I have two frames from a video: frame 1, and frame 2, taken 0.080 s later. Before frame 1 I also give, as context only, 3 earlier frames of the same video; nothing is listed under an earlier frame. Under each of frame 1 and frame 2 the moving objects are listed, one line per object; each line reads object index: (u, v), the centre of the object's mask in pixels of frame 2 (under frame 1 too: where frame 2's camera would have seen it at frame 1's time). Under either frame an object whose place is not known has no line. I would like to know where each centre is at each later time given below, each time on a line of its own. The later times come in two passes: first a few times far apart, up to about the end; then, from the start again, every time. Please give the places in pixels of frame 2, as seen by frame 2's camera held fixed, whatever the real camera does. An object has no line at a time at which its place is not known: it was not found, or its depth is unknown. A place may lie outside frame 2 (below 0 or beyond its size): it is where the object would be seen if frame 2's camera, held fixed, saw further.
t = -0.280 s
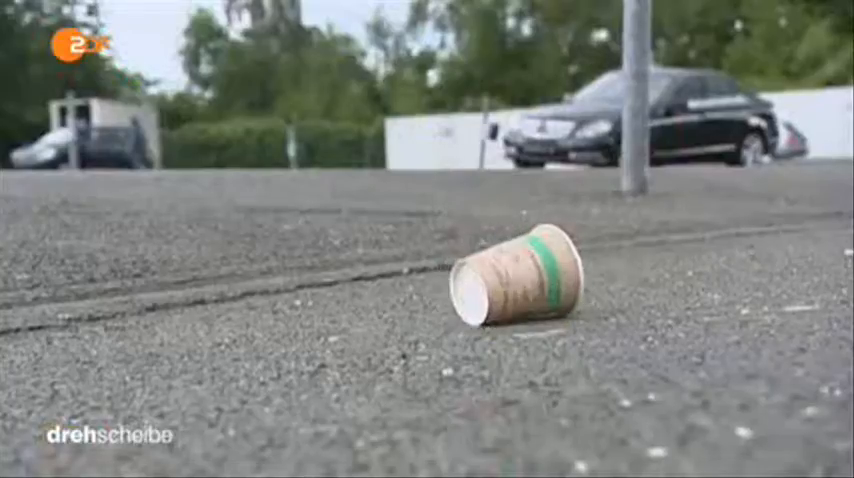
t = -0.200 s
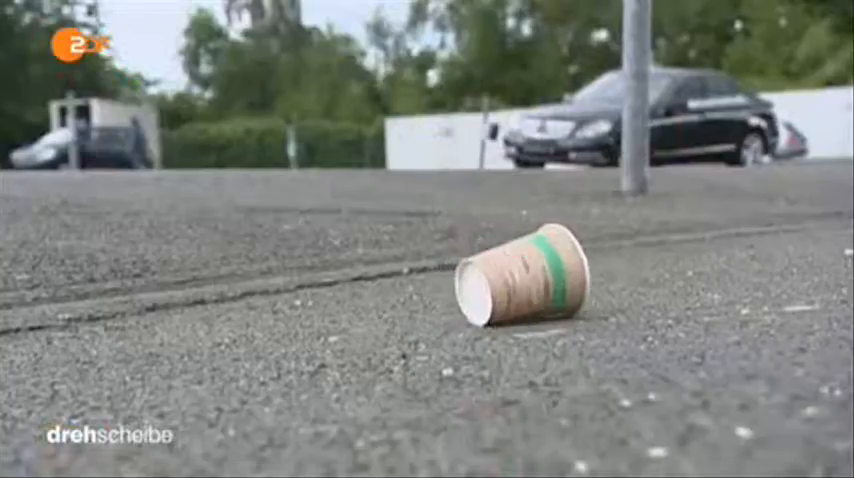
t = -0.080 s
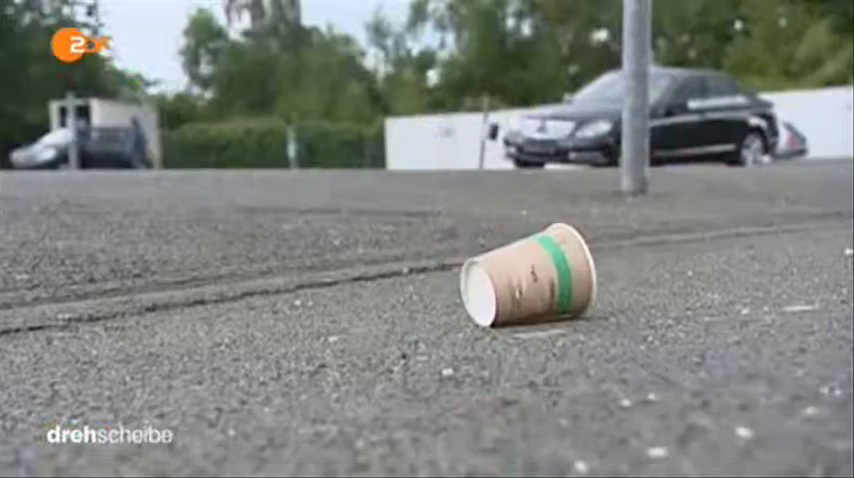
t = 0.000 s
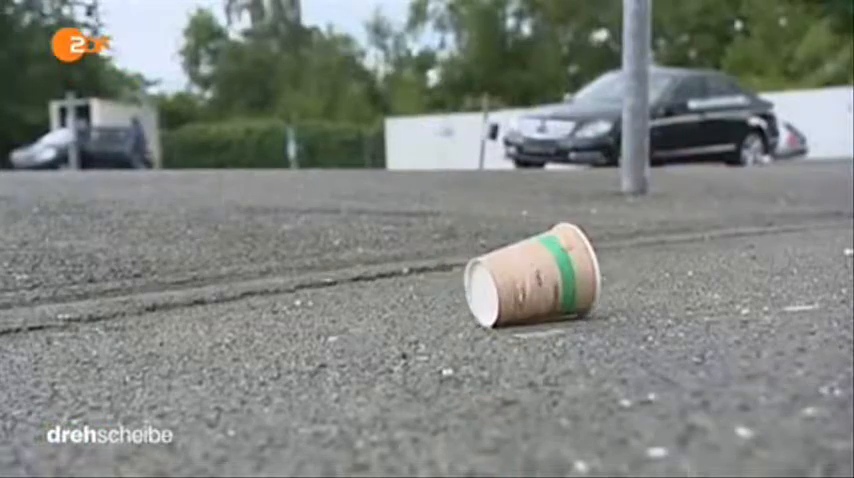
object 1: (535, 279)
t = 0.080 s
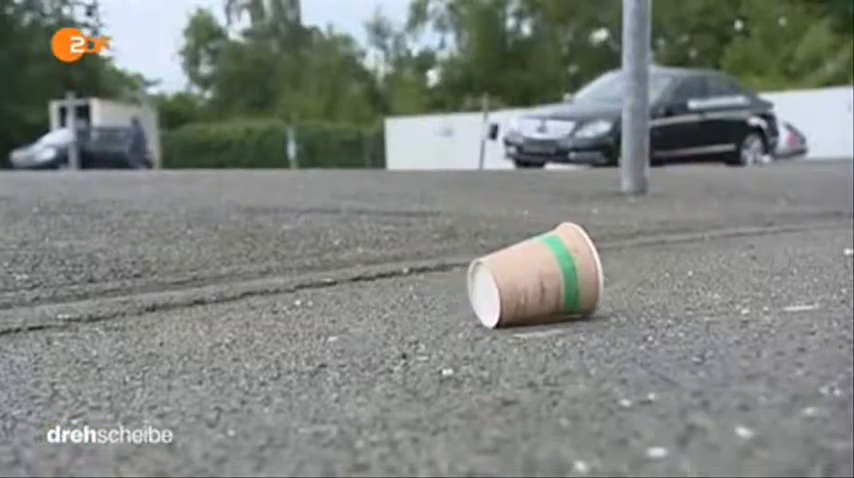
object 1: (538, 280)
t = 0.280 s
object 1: (543, 280)
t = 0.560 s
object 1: (539, 280)
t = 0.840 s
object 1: (515, 279)
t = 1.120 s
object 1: (445, 279)
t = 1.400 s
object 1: (358, 278)
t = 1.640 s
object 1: (339, 279)
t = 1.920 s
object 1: (411, 278)
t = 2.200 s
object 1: (499, 278)
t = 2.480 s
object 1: (546, 279)
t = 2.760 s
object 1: (578, 284)
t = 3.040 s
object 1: (582, 285)
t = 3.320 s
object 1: (575, 282)
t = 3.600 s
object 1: (542, 278)
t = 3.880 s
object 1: (467, 277)
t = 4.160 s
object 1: (426, 277)
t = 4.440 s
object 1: (451, 276)
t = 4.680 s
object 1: (496, 276)
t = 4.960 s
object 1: (520, 276)
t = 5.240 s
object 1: (542, 277)
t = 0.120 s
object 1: (539, 280)
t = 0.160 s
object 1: (540, 280)
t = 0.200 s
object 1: (541, 280)
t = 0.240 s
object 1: (542, 280)
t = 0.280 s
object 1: (543, 280)
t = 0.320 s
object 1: (543, 280)
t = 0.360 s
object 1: (543, 280)
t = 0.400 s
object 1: (543, 281)
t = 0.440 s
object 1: (543, 280)
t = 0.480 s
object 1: (542, 280)
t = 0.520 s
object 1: (541, 280)
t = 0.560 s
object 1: (539, 280)
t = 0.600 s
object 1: (538, 280)
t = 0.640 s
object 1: (536, 280)
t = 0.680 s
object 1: (533, 280)
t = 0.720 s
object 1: (529, 279)
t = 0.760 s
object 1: (525, 280)
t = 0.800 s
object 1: (521, 280)
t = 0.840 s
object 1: (515, 279)
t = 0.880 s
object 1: (509, 279)
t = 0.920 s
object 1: (501, 279)
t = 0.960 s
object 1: (492, 279)
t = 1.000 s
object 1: (481, 279)
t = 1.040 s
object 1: (469, 278)
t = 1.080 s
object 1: (457, 279)
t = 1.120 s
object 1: (445, 279)
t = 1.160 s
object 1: (432, 279)
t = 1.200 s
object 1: (419, 278)
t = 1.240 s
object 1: (406, 278)
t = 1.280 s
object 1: (392, 278)
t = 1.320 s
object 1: (380, 278)
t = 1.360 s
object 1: (368, 278)
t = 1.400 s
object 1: (358, 278)
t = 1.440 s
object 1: (351, 278)
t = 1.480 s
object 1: (345, 278)
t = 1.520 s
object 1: (341, 278)
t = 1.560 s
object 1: (337, 279)
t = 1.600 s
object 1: (337, 279)
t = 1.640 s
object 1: (339, 279)
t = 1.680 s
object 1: (343, 278)
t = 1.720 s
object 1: (350, 278)
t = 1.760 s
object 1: (359, 277)
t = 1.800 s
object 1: (370, 278)
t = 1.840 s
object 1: (383, 277)
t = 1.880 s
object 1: (397, 277)
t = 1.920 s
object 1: (411, 278)
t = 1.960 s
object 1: (428, 277)
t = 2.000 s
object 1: (441, 277)
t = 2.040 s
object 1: (455, 278)
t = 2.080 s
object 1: (468, 278)
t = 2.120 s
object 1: (479, 278)
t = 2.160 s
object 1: (490, 278)
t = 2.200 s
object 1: (499, 278)
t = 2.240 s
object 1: (508, 278)
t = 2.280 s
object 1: (515, 278)
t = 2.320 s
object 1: (522, 278)
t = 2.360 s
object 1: (527, 278)
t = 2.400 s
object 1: (533, 278)
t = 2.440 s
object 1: (540, 278)
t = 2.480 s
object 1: (546, 279)
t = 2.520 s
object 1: (552, 280)
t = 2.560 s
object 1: (557, 280)
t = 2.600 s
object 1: (563, 280)
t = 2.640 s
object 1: (568, 281)
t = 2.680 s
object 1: (572, 282)
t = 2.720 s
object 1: (576, 283)
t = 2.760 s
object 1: (578, 284)
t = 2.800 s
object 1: (580, 284)
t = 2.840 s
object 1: (582, 284)
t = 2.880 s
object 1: (582, 285)
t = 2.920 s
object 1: (583, 285)
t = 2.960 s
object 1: (583, 285)
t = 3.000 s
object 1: (583, 285)
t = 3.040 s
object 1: (582, 285)
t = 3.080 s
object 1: (582, 284)
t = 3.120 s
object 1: (582, 284)
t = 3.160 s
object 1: (581, 284)
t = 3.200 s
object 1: (580, 284)
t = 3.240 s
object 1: (579, 283)
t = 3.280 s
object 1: (577, 283)
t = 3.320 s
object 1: (575, 282)
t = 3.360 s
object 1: (571, 281)
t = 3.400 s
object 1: (568, 281)
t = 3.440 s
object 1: (565, 281)
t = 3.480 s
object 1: (561, 280)
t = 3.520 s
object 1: (557, 280)
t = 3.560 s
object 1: (550, 279)
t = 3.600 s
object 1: (542, 278)
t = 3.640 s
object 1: (533, 278)
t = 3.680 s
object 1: (523, 278)
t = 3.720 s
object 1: (511, 277)
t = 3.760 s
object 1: (498, 277)
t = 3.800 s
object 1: (487, 276)
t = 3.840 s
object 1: (477, 276)
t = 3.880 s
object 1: (467, 277)
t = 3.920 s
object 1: (456, 277)
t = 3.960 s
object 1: (448, 277)
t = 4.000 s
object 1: (440, 277)
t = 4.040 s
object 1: (434, 276)
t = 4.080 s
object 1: (430, 276)
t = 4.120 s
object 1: (427, 277)
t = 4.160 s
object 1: (426, 277)
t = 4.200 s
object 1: (426, 277)
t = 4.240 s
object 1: (427, 277)
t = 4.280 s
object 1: (429, 276)
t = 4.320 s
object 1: (433, 276)
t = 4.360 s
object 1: (438, 276)
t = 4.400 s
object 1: (444, 276)
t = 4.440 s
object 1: (451, 276)
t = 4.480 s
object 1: (458, 276)
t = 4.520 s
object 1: (466, 276)
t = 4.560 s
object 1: (474, 276)
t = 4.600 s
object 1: (482, 276)
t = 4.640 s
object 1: (489, 276)
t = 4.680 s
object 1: (496, 276)
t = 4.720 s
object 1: (502, 276)
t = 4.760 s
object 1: (506, 276)
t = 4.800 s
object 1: (511, 276)
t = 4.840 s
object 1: (514, 277)
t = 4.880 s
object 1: (517, 277)
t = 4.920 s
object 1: (519, 277)
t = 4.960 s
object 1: (520, 276)
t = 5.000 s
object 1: (522, 276)
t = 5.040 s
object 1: (525, 276)
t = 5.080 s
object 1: (528, 277)
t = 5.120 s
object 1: (532, 277)
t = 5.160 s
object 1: (535, 277)
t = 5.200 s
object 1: (539, 277)
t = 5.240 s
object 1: (542, 277)
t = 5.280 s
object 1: (545, 277)
